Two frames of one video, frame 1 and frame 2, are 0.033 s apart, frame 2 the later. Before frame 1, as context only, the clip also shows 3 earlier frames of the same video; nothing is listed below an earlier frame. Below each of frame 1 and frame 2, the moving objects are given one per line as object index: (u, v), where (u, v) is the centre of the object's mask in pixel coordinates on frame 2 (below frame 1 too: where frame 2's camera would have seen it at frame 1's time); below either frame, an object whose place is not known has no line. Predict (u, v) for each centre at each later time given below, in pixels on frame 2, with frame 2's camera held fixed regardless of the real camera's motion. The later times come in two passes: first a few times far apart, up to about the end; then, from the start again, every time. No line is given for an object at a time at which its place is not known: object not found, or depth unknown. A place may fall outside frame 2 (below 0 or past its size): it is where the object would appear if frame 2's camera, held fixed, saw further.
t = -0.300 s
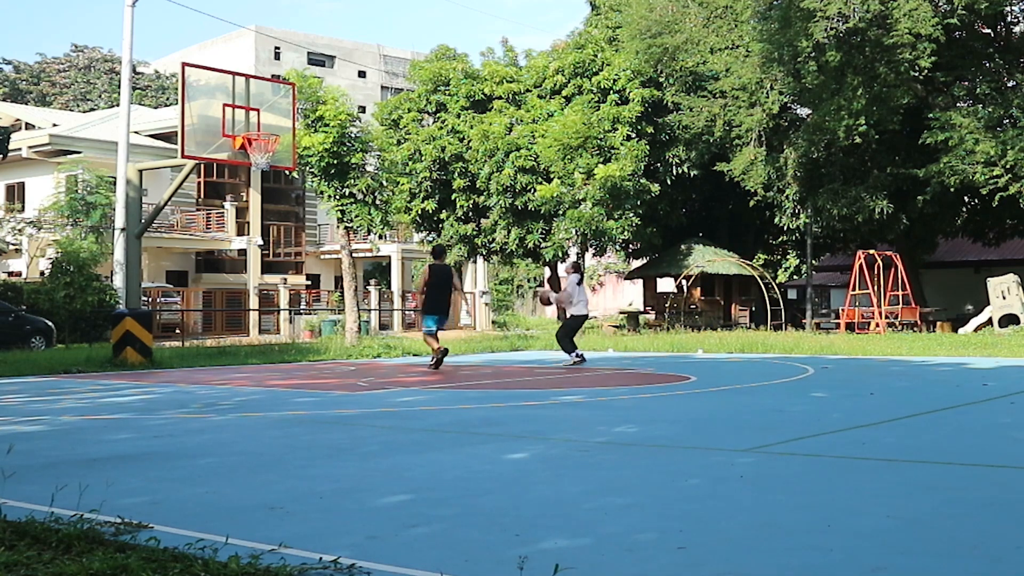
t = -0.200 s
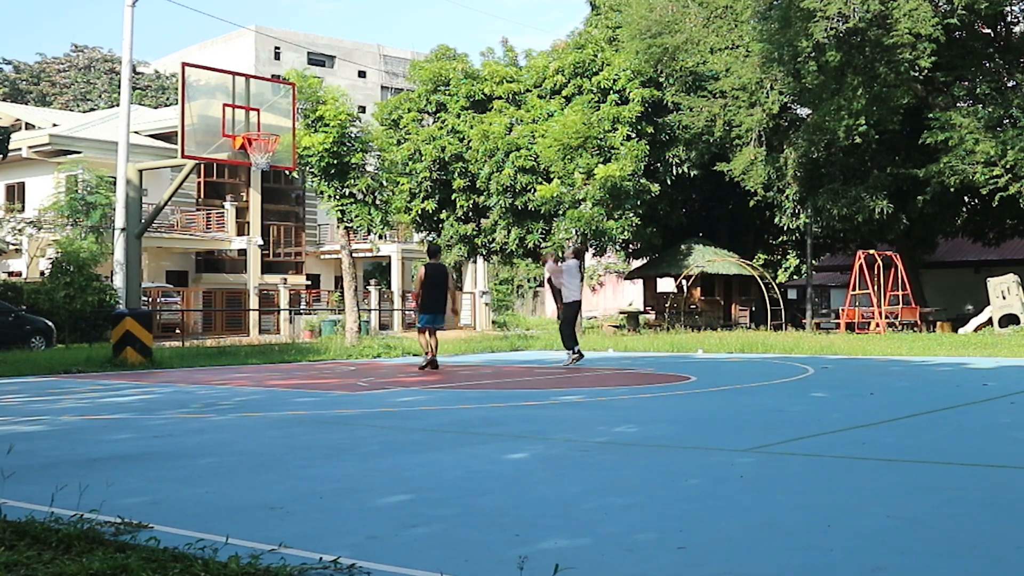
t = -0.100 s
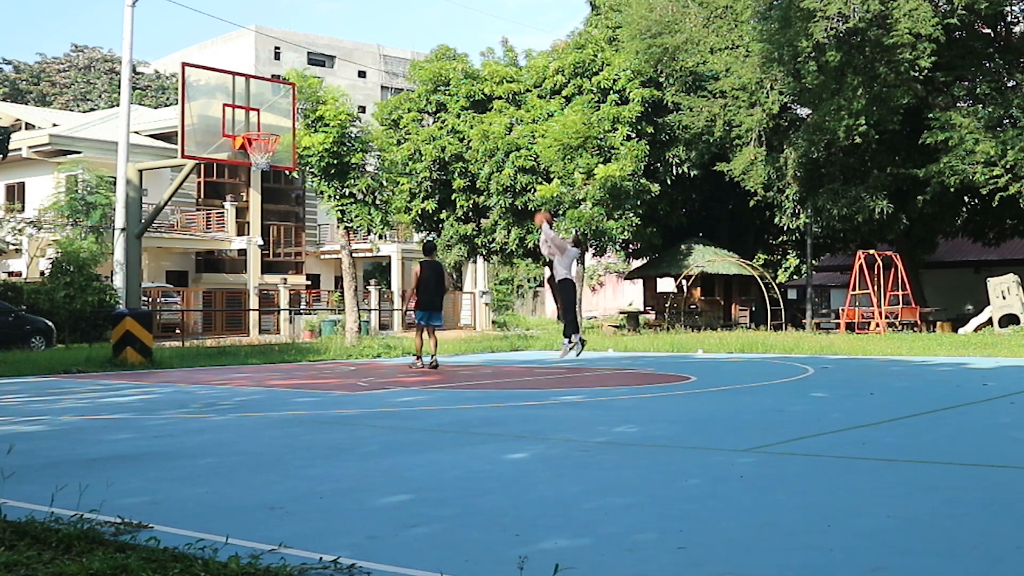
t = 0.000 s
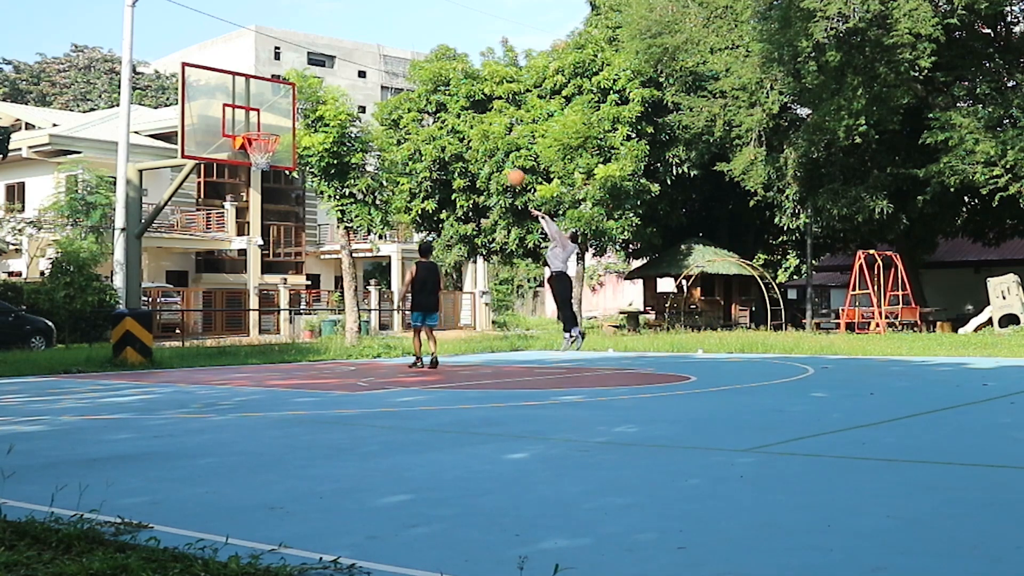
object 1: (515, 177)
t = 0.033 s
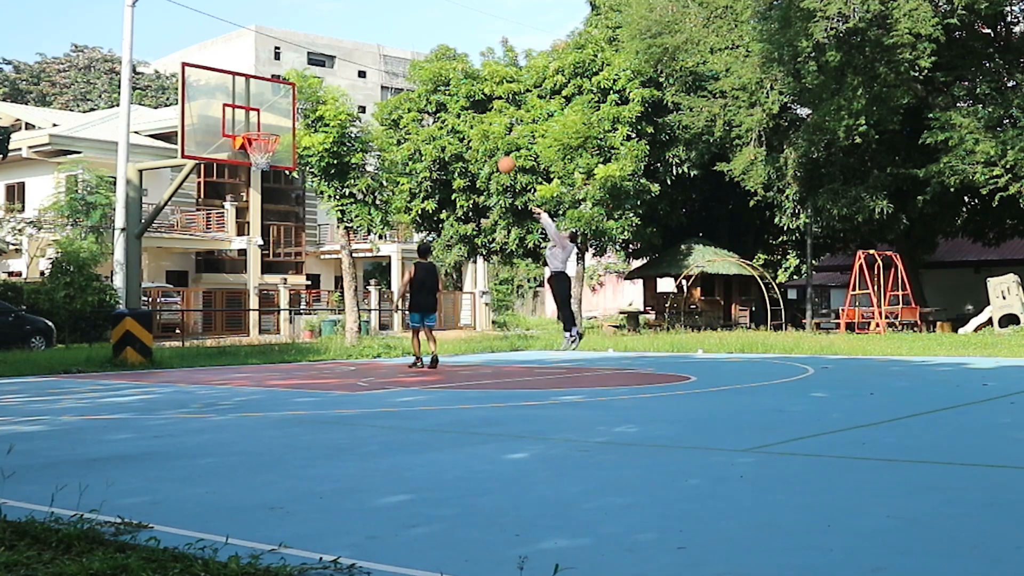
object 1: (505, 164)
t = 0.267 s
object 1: (442, 97)
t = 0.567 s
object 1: (359, 68)
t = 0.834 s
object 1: (283, 96)
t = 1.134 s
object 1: (226, 120)
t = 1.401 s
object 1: (206, 143)
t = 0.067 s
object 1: (497, 153)
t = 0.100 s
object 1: (488, 142)
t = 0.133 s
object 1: (478, 131)
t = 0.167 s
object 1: (469, 122)
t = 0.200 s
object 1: (460, 112)
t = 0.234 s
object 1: (450, 105)
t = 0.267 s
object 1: (442, 97)
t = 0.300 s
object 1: (433, 91)
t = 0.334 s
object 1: (423, 85)
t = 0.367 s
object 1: (414, 80)
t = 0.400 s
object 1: (405, 76)
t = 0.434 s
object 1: (395, 73)
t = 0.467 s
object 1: (387, 71)
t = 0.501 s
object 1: (377, 69)
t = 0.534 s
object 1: (367, 69)
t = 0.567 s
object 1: (359, 68)
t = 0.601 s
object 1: (349, 69)
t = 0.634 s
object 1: (340, 70)
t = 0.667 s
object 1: (330, 72)
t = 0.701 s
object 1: (321, 76)
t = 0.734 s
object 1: (311, 79)
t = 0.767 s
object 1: (302, 85)
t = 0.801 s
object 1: (293, 89)
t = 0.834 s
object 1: (283, 96)
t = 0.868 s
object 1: (273, 103)
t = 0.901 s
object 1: (264, 111)
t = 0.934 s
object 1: (254, 121)
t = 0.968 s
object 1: (248, 123)
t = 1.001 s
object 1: (244, 121)
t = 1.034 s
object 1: (239, 120)
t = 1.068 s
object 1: (235, 119)
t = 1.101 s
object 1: (230, 120)
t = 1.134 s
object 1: (226, 120)
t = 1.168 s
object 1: (221, 122)
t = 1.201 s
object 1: (217, 125)
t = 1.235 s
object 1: (212, 128)
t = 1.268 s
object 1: (207, 132)
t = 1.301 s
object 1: (207, 134)
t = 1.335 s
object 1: (207, 136)
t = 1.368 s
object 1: (207, 139)
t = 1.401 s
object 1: (206, 143)
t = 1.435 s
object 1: (206, 148)
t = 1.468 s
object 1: (205, 154)
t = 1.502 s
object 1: (205, 160)
